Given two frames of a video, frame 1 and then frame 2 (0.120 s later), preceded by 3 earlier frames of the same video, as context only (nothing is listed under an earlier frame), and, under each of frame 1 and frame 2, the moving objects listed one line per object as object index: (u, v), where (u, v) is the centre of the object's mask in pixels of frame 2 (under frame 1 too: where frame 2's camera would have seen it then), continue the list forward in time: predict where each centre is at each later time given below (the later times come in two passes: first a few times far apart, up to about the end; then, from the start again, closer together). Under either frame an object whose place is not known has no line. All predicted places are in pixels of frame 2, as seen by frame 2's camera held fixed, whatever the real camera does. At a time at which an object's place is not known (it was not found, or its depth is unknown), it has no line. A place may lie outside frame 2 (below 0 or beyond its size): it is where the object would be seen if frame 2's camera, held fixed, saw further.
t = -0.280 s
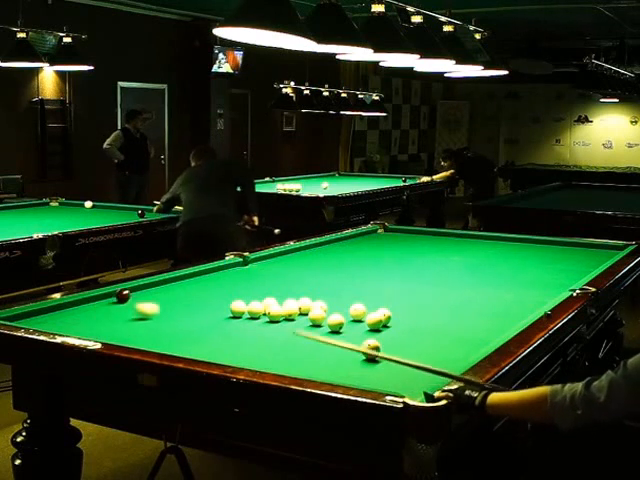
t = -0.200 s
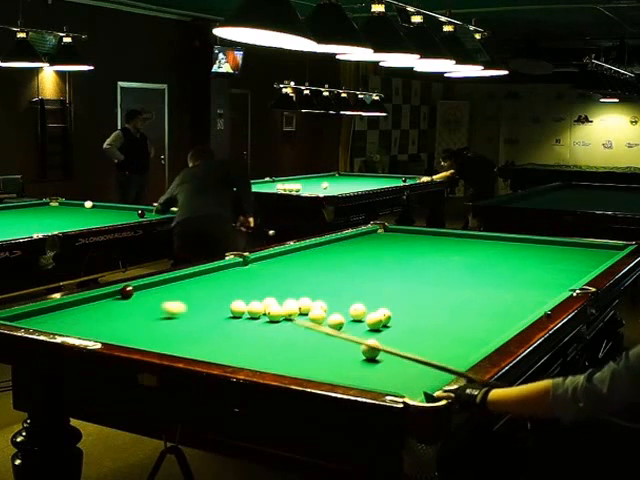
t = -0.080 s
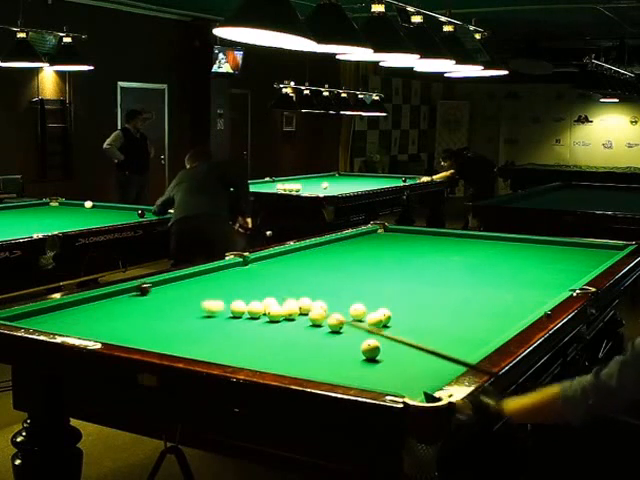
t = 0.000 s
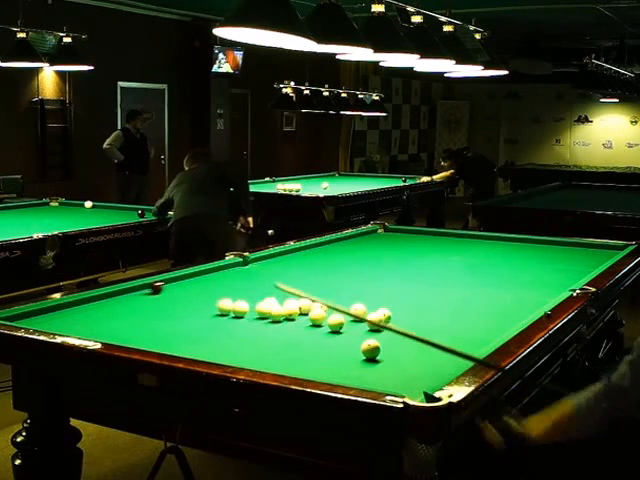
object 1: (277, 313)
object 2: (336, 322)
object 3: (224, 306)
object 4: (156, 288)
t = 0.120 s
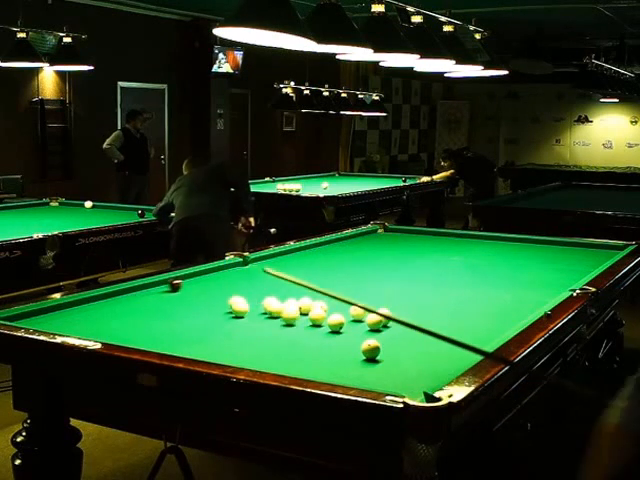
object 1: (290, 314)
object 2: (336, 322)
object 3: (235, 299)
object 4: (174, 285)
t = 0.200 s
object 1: (299, 318)
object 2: (336, 322)
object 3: (247, 299)
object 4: (186, 283)
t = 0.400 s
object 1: (318, 324)
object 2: (337, 322)
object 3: (263, 296)
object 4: (214, 279)
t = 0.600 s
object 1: (323, 326)
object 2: (352, 323)
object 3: (285, 293)
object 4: (240, 277)
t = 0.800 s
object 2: (364, 324)
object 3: (302, 291)
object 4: (265, 273)
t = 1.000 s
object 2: (374, 326)
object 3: (319, 288)
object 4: (289, 271)
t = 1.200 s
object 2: (381, 327)
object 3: (335, 285)
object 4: (311, 268)
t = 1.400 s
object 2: (389, 328)
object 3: (349, 283)
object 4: (332, 265)
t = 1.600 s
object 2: (396, 329)
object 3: (363, 280)
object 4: (351, 262)
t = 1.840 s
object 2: (404, 329)
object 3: (378, 278)
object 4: (373, 260)
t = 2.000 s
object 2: (408, 330)
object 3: (388, 276)
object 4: (387, 258)
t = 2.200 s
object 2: (413, 331)
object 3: (399, 274)
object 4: (404, 256)
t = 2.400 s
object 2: (418, 331)
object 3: (410, 271)
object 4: (419, 254)
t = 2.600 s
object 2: (422, 332)
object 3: (419, 269)
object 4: (434, 253)
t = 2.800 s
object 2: (426, 333)
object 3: (429, 268)
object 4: (448, 251)
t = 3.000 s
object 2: (428, 333)
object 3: (438, 266)
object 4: (461, 250)
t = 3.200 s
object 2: (431, 334)
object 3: (447, 264)
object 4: (474, 248)
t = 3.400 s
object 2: (432, 334)
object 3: (454, 263)
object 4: (486, 247)
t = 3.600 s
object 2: (432, 334)
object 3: (462, 262)
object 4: (497, 246)
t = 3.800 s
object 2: (432, 334)
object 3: (469, 261)
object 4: (508, 244)
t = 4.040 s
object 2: (432, 334)
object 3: (477, 259)
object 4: (520, 243)
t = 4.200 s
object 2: (432, 334)
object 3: (482, 258)
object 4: (527, 242)
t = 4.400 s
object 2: (431, 334)
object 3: (488, 257)
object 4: (537, 241)
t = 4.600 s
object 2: (431, 334)
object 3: (493, 256)
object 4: (539, 241)
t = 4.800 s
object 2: (431, 334)
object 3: (498, 255)
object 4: (540, 241)
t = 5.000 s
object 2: (431, 334)
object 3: (502, 254)
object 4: (541, 243)
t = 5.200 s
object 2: (431, 334)
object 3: (506, 253)
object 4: (542, 244)
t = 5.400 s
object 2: (431, 334)
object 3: (510, 253)
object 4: (544, 245)
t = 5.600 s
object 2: (431, 334)
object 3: (514, 252)
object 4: (545, 246)
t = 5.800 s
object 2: (431, 334)
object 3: (518, 251)
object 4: (546, 247)
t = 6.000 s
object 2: (431, 334)
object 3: (520, 251)
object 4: (546, 248)
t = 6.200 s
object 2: (431, 334)
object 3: (524, 250)
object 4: (548, 248)
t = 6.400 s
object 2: (431, 334)
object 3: (526, 250)
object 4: (549, 249)
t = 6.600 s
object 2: (431, 334)
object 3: (529, 249)
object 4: (550, 250)
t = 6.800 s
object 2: (431, 334)
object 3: (531, 249)
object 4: (550, 250)
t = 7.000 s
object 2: (431, 334)
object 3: (533, 248)
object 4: (551, 251)
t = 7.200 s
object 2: (431, 334)
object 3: (534, 248)
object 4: (551, 251)
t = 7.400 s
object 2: (431, 334)
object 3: (536, 248)
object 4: (552, 251)
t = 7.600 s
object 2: (431, 334)
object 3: (537, 247)
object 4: (552, 252)
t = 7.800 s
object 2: (431, 334)
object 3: (537, 247)
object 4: (553, 252)
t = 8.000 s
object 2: (431, 334)
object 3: (538, 247)
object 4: (553, 252)
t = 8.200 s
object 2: (431, 334)
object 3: (538, 247)
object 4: (553, 252)
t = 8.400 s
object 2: (431, 334)
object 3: (539, 247)
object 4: (554, 252)
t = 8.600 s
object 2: (431, 334)
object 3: (539, 247)
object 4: (554, 252)
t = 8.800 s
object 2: (431, 334)
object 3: (539, 247)
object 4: (554, 252)
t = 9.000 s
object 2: (431, 334)
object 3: (539, 247)
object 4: (554, 252)
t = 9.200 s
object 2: (431, 334)
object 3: (539, 247)
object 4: (554, 252)
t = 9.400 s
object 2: (431, 334)
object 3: (539, 247)
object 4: (554, 252)
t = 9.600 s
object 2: (431, 334)
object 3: (539, 247)
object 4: (554, 252)
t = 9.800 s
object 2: (431, 334)
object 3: (539, 247)
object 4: (554, 252)
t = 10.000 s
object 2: (431, 333)
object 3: (539, 247)
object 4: (554, 252)
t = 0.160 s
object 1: (294, 316)
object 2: (336, 322)
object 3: (242, 299)
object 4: (180, 284)
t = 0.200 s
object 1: (299, 318)
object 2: (336, 322)
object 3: (247, 299)
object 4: (186, 283)
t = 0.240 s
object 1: (302, 318)
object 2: (336, 322)
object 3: (251, 299)
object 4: (192, 282)
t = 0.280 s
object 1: (307, 320)
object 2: (336, 322)
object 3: (254, 300)
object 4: (197, 282)
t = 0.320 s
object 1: (311, 321)
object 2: (336, 322)
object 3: (257, 299)
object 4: (203, 281)
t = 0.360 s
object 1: (315, 322)
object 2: (336, 322)
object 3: (260, 298)
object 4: (209, 280)
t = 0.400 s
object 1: (318, 324)
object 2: (337, 322)
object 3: (263, 296)
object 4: (214, 279)
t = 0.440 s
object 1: (319, 324)
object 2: (340, 322)
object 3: (269, 294)
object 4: (219, 279)
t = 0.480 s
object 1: (320, 325)
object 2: (343, 322)
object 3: (273, 293)
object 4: (225, 278)
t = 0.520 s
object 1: (321, 325)
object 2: (346, 323)
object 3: (278, 293)
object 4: (230, 278)
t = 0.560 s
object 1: (322, 325)
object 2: (349, 323)
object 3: (281, 293)
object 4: (235, 277)
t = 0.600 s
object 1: (323, 326)
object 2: (352, 323)
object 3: (285, 293)
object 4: (240, 277)
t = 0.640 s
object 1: (324, 327)
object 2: (355, 323)
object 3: (288, 293)
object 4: (246, 276)
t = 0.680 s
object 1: (325, 328)
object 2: (358, 323)
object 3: (292, 292)
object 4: (250, 275)
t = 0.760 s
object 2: (363, 324)
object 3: (299, 292)
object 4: (261, 274)
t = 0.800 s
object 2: (364, 324)
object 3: (302, 291)
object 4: (265, 273)
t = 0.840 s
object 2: (366, 325)
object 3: (305, 291)
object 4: (270, 273)
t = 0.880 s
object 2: (368, 325)
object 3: (308, 290)
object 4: (275, 272)
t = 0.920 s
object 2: (370, 325)
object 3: (311, 289)
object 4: (280, 271)
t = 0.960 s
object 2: (372, 325)
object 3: (315, 288)
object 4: (284, 271)
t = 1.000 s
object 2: (374, 326)
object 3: (319, 288)
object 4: (289, 271)
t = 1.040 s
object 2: (375, 326)
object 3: (322, 287)
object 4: (293, 270)
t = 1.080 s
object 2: (376, 326)
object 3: (325, 287)
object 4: (298, 269)
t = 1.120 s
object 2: (378, 327)
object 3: (328, 287)
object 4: (302, 269)
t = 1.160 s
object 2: (380, 327)
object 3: (331, 286)
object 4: (306, 268)
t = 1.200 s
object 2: (381, 327)
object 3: (335, 285)
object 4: (311, 268)
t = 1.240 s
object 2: (383, 328)
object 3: (337, 285)
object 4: (315, 267)
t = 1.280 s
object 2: (384, 327)
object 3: (341, 284)
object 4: (319, 267)
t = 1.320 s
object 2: (386, 327)
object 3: (343, 284)
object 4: (323, 266)
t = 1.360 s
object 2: (387, 327)
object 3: (346, 283)
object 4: (328, 265)
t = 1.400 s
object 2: (389, 328)
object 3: (349, 283)
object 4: (332, 265)
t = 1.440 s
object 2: (390, 328)
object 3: (352, 282)
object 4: (336, 265)
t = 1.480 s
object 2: (392, 328)
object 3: (354, 282)
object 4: (340, 264)
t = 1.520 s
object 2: (393, 328)
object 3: (357, 281)
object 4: (344, 264)
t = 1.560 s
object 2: (394, 329)
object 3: (360, 281)
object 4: (348, 263)
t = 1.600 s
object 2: (396, 329)
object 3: (363, 280)
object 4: (351, 262)
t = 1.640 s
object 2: (397, 329)
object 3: (365, 280)
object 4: (355, 262)
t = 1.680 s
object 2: (399, 329)
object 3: (368, 279)
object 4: (359, 262)
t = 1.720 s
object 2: (400, 329)
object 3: (371, 279)
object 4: (363, 261)
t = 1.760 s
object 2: (401, 329)
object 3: (373, 279)
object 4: (366, 261)
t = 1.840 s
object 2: (404, 329)
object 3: (378, 278)
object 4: (373, 260)
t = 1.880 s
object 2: (405, 330)
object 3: (381, 277)
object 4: (377, 260)
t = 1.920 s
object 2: (406, 330)
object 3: (383, 276)
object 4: (380, 259)
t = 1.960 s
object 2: (407, 330)
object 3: (385, 276)
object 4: (384, 259)
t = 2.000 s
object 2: (408, 330)
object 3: (388, 276)
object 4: (387, 258)
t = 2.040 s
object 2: (409, 331)
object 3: (390, 275)
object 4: (391, 258)
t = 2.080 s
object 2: (410, 330)
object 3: (392, 275)
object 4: (394, 258)
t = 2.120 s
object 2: (411, 331)
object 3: (395, 274)
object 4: (397, 257)
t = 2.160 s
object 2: (412, 331)
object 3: (397, 274)
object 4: (401, 257)
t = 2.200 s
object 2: (413, 331)
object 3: (399, 274)
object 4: (404, 256)
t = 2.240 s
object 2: (415, 331)
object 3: (402, 273)
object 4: (407, 256)
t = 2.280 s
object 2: (416, 331)
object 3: (404, 273)
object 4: (410, 255)
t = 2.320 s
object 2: (417, 331)
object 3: (406, 272)
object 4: (413, 255)
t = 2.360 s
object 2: (417, 331)
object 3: (408, 272)
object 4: (416, 255)
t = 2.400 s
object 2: (418, 331)
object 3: (410, 271)
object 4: (419, 254)
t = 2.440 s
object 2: (419, 332)
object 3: (412, 271)
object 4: (422, 254)
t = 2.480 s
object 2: (420, 332)
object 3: (414, 271)
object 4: (425, 254)
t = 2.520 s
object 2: (421, 332)
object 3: (416, 271)
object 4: (428, 254)
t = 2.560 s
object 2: (421, 332)
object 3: (418, 270)
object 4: (431, 253)
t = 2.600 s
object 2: (422, 332)
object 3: (419, 269)
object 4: (434, 253)
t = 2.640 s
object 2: (423, 332)
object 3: (422, 269)
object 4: (437, 253)
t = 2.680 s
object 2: (424, 333)
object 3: (423, 269)
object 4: (440, 252)
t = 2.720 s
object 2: (424, 333)
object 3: (426, 268)
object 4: (443, 252)
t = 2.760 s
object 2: (425, 333)
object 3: (427, 268)
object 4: (445, 251)
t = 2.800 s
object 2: (426, 333)
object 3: (429, 268)
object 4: (448, 251)
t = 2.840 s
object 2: (426, 333)
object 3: (431, 268)
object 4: (451, 251)
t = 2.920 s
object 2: (427, 333)
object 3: (434, 267)
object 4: (456, 250)
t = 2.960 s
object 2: (428, 333)
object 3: (436, 266)
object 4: (459, 250)
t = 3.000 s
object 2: (428, 333)
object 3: (438, 266)
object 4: (461, 250)
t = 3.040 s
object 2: (429, 333)
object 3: (440, 266)
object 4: (464, 249)
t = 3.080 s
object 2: (430, 334)
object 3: (442, 266)
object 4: (467, 249)
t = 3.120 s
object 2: (430, 334)
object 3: (443, 265)
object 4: (469, 249)
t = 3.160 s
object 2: (430, 334)
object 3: (445, 265)
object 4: (471, 248)
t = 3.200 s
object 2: (431, 334)
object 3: (447, 264)
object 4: (474, 248)
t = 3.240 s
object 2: (431, 334)
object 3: (448, 264)
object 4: (476, 248)
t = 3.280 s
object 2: (432, 334)
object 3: (450, 264)
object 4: (479, 248)
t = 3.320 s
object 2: (432, 334)
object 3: (451, 263)
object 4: (481, 248)
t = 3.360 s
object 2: (432, 334)
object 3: (453, 263)
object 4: (484, 247)
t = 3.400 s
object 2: (432, 334)
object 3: (454, 263)
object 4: (486, 247)
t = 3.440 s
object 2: (432, 334)
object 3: (456, 263)
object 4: (488, 247)
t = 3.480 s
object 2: (432, 334)
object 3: (457, 263)
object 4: (491, 247)
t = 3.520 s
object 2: (432, 334)
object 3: (459, 262)
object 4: (493, 246)
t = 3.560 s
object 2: (432, 334)
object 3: (460, 262)
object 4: (495, 246)
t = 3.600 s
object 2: (432, 334)
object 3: (462, 262)
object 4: (497, 246)
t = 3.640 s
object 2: (432, 334)
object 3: (464, 261)
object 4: (499, 245)
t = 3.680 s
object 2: (432, 334)
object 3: (465, 261)
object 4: (501, 245)
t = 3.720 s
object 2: (432, 334)
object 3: (466, 261)
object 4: (504, 245)
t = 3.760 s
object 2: (432, 334)
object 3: (468, 261)
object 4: (506, 245)
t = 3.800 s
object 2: (432, 334)
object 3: (469, 261)
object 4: (508, 244)
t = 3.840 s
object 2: (432, 334)
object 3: (470, 260)
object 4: (510, 244)
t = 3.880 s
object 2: (432, 334)
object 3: (472, 260)
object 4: (512, 244)
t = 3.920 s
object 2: (432, 334)
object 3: (473, 260)
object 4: (514, 244)
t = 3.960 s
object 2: (432, 334)
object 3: (474, 260)
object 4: (516, 244)
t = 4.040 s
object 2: (432, 334)
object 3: (477, 259)
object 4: (520, 243)
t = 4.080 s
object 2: (432, 334)
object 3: (478, 259)
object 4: (522, 243)
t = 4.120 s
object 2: (432, 334)
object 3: (480, 259)
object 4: (524, 242)
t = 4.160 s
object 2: (432, 334)
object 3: (481, 259)
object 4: (525, 242)
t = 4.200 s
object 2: (432, 334)
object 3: (482, 258)
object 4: (527, 242)
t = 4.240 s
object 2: (431, 334)
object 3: (483, 258)
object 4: (530, 242)
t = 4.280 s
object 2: (432, 334)
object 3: (484, 258)
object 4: (531, 241)
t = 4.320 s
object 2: (432, 334)
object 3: (485, 258)
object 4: (533, 241)
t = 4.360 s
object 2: (432, 334)
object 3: (487, 257)
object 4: (535, 241)
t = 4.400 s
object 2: (431, 334)
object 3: (488, 257)
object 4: (537, 241)
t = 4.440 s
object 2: (431, 334)
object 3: (489, 257)
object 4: (538, 241)
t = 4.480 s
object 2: (431, 334)
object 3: (490, 257)
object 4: (539, 241)
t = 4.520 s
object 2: (431, 334)
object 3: (491, 256)
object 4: (539, 241)
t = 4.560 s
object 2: (431, 334)
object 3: (492, 256)
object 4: (539, 241)
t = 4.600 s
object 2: (431, 334)
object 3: (493, 256)
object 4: (539, 241)
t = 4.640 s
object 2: (431, 334)
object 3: (494, 256)
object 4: (539, 241)
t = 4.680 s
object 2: (431, 334)
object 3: (495, 255)
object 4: (539, 241)
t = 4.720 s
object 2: (431, 334)
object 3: (496, 255)
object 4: (539, 241)
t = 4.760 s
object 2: (431, 334)
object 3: (497, 255)
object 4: (540, 241)
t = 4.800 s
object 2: (431, 334)
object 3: (498, 255)
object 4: (540, 241)
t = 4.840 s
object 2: (431, 334)
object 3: (499, 255)
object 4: (540, 242)
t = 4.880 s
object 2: (431, 334)
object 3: (500, 255)
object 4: (540, 242)
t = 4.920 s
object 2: (431, 334)
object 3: (501, 255)
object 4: (541, 242)
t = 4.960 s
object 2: (431, 334)
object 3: (501, 254)
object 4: (541, 243)
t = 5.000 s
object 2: (431, 334)
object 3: (502, 254)
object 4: (541, 243)
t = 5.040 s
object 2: (431, 334)
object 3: (503, 254)
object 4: (541, 243)
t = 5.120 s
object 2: (431, 334)
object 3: (505, 254)
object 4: (542, 244)
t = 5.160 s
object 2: (431, 333)
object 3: (506, 254)
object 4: (542, 244)
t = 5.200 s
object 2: (431, 334)
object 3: (506, 253)
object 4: (542, 244)
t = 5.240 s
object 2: (431, 334)
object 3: (507, 253)
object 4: (543, 244)
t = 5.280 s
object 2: (431, 334)
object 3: (508, 253)
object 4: (543, 244)
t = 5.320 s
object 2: (431, 333)
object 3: (509, 253)
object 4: (543, 245)
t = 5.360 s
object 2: (431, 333)
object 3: (509, 253)
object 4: (543, 245)
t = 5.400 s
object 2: (431, 334)
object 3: (510, 253)
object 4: (544, 245)
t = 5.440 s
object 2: (431, 333)
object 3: (511, 253)
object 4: (544, 245)
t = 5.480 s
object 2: (431, 333)
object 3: (512, 252)
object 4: (544, 245)
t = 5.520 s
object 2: (431, 334)
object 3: (513, 252)
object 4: (544, 246)
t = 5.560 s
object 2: (431, 333)
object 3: (513, 252)
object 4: (544, 246)
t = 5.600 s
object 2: (431, 334)
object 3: (514, 252)
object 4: (545, 246)
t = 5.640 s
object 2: (431, 334)
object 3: (514, 252)
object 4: (545, 246)
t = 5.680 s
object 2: (431, 334)
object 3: (515, 252)
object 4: (545, 246)
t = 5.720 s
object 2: (431, 334)
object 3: (516, 252)
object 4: (546, 247)
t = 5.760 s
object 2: (431, 334)
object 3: (516, 251)
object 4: (546, 247)
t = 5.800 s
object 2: (431, 334)
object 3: (518, 251)
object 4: (546, 247)
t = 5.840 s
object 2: (431, 334)
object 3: (518, 251)
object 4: (546, 247)
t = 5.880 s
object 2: (431, 334)
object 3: (519, 251)
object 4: (546, 247)
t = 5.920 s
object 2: (431, 334)
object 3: (520, 251)
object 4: (546, 247)
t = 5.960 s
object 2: (431, 334)
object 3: (520, 251)
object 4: (546, 248)
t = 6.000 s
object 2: (431, 334)
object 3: (520, 251)
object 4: (546, 248)
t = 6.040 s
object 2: (431, 334)
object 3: (521, 251)
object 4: (547, 248)
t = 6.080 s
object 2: (431, 334)
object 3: (522, 250)
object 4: (547, 248)
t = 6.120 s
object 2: (431, 334)
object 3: (522, 250)
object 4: (547, 248)
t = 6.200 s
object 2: (431, 334)
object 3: (524, 250)
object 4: (548, 248)
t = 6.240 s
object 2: (431, 334)
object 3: (524, 250)
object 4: (548, 249)
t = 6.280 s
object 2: (431, 334)
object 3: (525, 250)
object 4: (548, 249)
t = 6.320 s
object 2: (431, 334)
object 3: (525, 250)
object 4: (548, 249)
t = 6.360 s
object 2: (431, 334)
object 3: (526, 250)
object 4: (549, 249)
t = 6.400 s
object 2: (431, 334)
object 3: (526, 250)
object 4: (549, 249)
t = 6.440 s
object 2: (431, 334)
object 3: (526, 250)
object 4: (549, 249)
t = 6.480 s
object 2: (431, 334)
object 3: (527, 250)
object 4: (549, 249)
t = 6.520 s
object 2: (431, 334)
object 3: (528, 249)
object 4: (549, 249)
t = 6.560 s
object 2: (431, 334)
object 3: (529, 249)
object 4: (549, 249)
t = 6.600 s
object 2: (431, 334)
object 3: (529, 249)
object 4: (550, 250)
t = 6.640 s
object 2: (431, 334)
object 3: (530, 249)
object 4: (550, 250)
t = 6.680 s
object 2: (431, 334)
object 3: (530, 249)
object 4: (550, 250)
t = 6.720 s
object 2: (431, 334)
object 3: (530, 249)
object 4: (550, 250)
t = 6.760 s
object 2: (431, 334)
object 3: (531, 249)
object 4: (550, 250)
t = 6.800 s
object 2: (431, 334)
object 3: (531, 249)
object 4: (550, 250)
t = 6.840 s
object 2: (431, 334)
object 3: (531, 249)
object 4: (550, 250)
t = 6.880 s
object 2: (431, 334)
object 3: (532, 249)
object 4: (551, 250)
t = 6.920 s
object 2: (431, 334)
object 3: (533, 249)
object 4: (551, 250)
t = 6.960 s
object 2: (431, 334)
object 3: (533, 249)
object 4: (551, 250)
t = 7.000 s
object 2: (431, 334)
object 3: (533, 248)
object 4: (551, 251)
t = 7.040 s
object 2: (431, 334)
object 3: (533, 248)
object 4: (551, 251)
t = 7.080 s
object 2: (431, 334)
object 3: (534, 248)
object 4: (551, 251)
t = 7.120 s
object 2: (431, 334)
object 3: (534, 248)
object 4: (551, 251)
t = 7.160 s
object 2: (431, 334)
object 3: (534, 248)
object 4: (551, 251)
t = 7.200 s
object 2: (431, 334)
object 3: (534, 248)
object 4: (551, 251)
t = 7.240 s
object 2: (431, 334)
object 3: (535, 248)
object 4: (551, 251)
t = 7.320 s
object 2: (431, 334)
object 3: (535, 248)
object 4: (551, 251)
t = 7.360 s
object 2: (431, 334)
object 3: (536, 248)
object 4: (552, 251)
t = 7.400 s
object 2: (431, 334)
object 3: (536, 248)
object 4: (552, 251)
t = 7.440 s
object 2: (431, 334)
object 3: (536, 248)
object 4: (552, 251)
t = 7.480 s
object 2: (431, 334)
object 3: (536, 248)
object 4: (552, 251)
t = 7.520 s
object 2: (431, 334)
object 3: (536, 248)
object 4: (552, 251)
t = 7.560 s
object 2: (431, 334)
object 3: (537, 248)
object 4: (552, 251)
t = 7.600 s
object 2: (431, 334)
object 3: (537, 247)
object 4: (552, 252)
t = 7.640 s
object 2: (431, 334)
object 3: (537, 247)
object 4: (552, 252)
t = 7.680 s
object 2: (431, 334)
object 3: (538, 248)
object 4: (552, 252)
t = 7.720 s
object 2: (431, 334)
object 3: (537, 247)
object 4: (553, 252)
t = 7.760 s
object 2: (431, 334)
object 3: (537, 247)
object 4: (553, 252)
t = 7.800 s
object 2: (431, 334)
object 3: (537, 247)
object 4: (553, 252)
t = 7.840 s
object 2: (431, 334)
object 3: (537, 247)
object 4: (553, 252)
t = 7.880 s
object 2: (431, 334)
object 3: (538, 247)
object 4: (553, 252)
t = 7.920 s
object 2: (431, 334)
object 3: (538, 247)
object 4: (553, 252)
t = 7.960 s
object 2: (431, 334)
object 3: (538, 247)
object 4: (553, 252)
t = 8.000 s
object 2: (431, 334)
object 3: (538, 247)
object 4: (553, 252)
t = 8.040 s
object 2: (431, 334)
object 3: (538, 247)
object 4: (553, 252)
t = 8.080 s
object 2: (431, 334)
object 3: (538, 247)
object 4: (553, 252)
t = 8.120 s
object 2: (431, 334)
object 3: (538, 247)
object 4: (553, 252)
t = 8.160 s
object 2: (431, 334)
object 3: (538, 247)
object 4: (553, 252)
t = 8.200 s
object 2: (431, 334)
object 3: (538, 247)
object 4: (553, 252)
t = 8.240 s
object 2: (431, 334)
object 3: (538, 247)
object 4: (553, 252)
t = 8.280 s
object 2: (431, 334)
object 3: (539, 247)
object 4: (554, 252)
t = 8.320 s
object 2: (431, 334)
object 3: (539, 247)
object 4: (554, 252)
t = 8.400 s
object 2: (431, 334)
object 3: (539, 247)
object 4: (554, 252)
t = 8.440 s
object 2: (431, 334)
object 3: (539, 247)
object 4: (554, 252)
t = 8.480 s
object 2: (431, 334)
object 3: (539, 247)
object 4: (554, 252)
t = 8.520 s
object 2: (431, 334)
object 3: (539, 247)
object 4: (554, 252)
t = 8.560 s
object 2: (431, 334)
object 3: (539, 247)
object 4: (554, 252)
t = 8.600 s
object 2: (431, 334)
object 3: (539, 247)
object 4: (554, 252)
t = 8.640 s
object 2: (431, 334)
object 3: (539, 247)
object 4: (554, 252)
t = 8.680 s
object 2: (431, 334)
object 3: (539, 247)
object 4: (554, 252)
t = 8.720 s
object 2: (431, 334)
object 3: (539, 247)
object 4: (554, 252)
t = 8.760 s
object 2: (431, 334)
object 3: (539, 247)
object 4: (554, 252)
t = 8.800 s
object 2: (431, 334)
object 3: (539, 247)
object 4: (554, 252)
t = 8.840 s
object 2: (431, 334)
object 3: (539, 247)
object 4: (554, 252)
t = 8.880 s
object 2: (431, 334)
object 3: (539, 247)
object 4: (554, 252)
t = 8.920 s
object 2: (431, 334)
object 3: (539, 247)
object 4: (554, 252)
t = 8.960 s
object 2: (431, 334)
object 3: (539, 247)
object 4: (554, 252)
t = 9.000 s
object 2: (431, 334)
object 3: (539, 247)
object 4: (554, 252)
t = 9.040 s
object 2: (431, 334)
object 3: (539, 247)
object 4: (554, 252)
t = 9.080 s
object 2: (431, 334)
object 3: (539, 247)
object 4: (554, 252)
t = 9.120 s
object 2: (431, 334)
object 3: (539, 247)
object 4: (554, 252)
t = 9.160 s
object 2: (431, 334)
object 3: (539, 247)
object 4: (554, 252)
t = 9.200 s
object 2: (431, 334)
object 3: (539, 247)
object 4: (554, 252)
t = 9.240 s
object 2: (431, 334)
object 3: (539, 247)
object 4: (554, 252)
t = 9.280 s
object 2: (431, 334)
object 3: (539, 247)
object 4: (554, 252)
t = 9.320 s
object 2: (431, 334)
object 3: (539, 247)
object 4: (554, 252)
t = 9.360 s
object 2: (431, 334)
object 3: (539, 247)
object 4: (554, 252)
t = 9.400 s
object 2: (431, 334)
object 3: (539, 247)
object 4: (554, 252)
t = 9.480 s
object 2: (431, 334)
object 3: (539, 247)
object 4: (554, 252)
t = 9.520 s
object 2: (431, 334)
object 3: (539, 247)
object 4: (554, 252)
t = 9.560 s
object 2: (431, 334)
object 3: (539, 247)
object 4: (554, 252)
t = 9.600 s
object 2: (431, 334)
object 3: (539, 247)
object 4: (554, 252)
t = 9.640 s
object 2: (431, 334)
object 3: (539, 247)
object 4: (554, 252)
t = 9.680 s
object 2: (431, 334)
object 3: (539, 247)
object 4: (554, 252)
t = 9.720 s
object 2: (431, 334)
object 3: (539, 247)
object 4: (554, 252)
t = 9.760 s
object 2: (431, 334)
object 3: (539, 247)
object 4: (554, 252)
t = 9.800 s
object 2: (431, 334)
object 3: (539, 247)
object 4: (554, 252)
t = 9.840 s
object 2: (431, 333)
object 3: (539, 247)
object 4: (554, 252)
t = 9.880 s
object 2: (431, 334)
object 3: (539, 247)
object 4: (554, 252)
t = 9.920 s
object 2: (431, 334)
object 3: (539, 247)
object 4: (554, 252)
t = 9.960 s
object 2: (431, 333)
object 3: (539, 247)
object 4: (554, 252)
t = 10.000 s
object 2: (431, 333)
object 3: (539, 247)
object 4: (554, 252)
